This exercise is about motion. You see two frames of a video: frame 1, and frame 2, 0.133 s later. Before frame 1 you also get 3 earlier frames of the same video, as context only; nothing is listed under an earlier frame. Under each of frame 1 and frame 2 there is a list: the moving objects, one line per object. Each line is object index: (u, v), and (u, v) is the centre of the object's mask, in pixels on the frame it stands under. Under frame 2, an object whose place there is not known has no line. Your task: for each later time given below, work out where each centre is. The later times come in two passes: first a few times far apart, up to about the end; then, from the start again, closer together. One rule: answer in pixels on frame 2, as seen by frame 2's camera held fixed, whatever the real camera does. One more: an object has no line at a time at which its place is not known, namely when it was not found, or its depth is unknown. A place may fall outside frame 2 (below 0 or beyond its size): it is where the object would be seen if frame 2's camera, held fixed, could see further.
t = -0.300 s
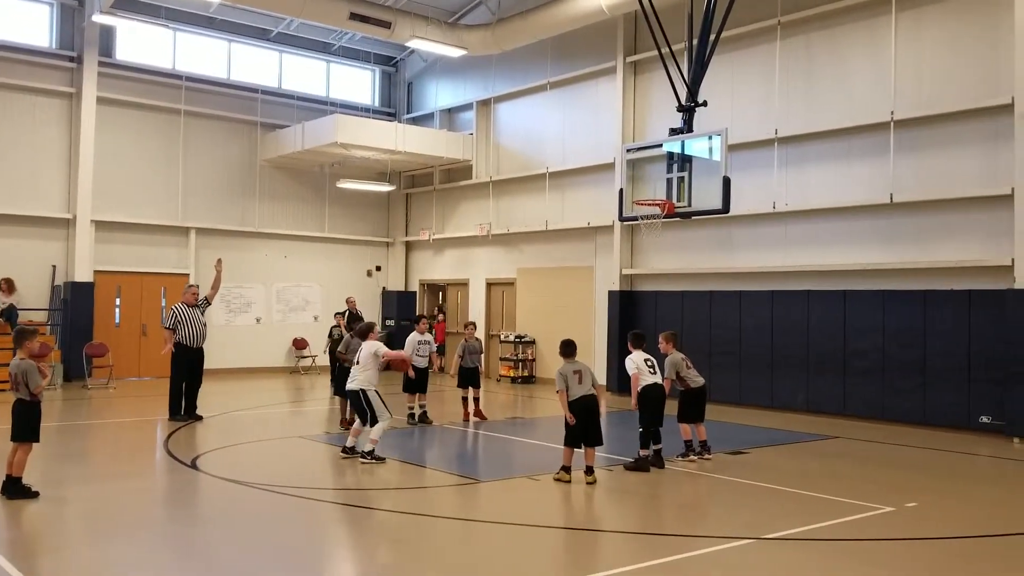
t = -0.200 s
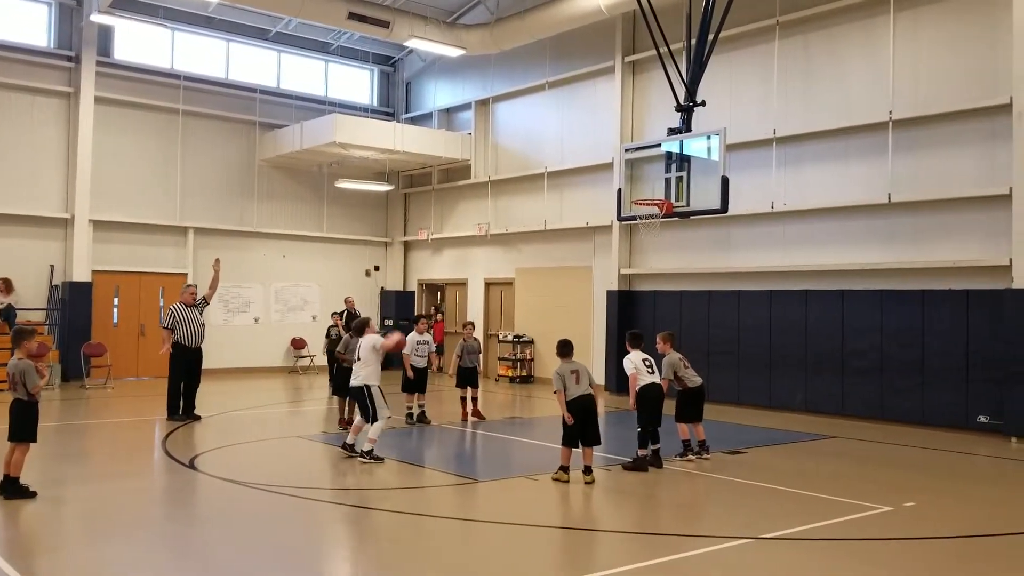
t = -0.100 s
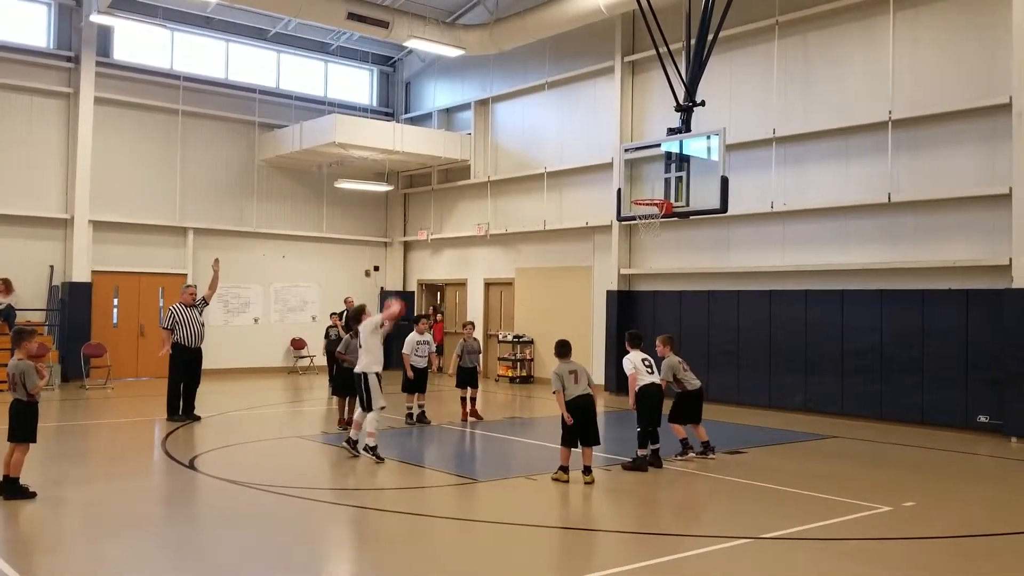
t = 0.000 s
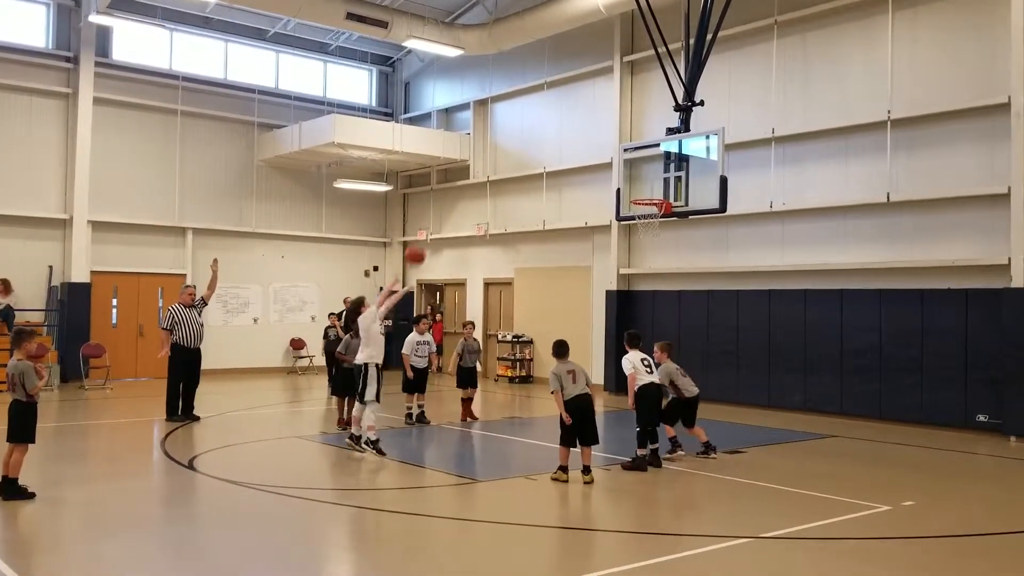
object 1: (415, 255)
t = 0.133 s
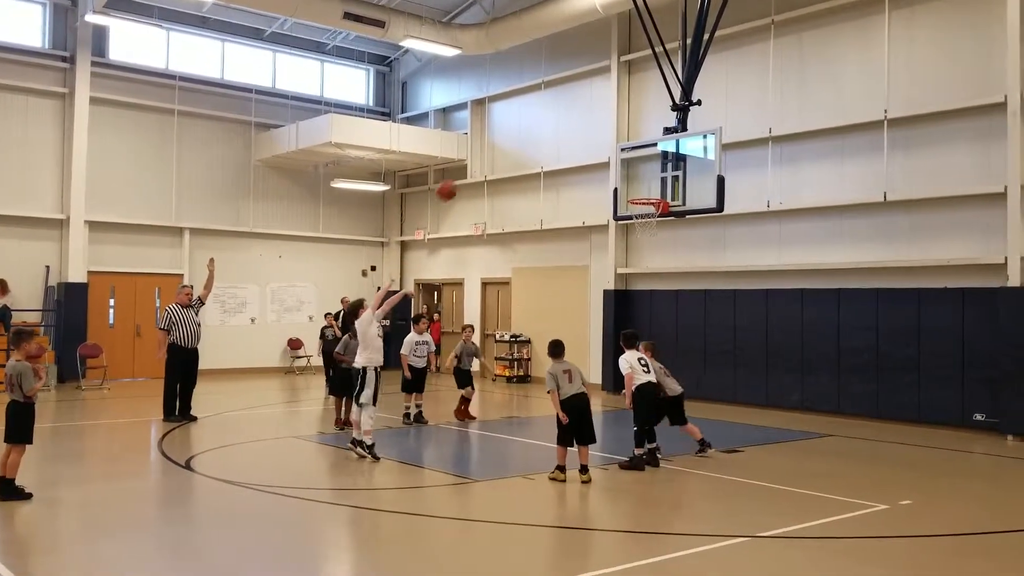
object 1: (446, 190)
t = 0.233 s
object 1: (470, 153)
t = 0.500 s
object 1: (528, 101)
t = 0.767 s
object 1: (578, 107)
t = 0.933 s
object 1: (606, 137)
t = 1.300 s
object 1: (655, 241)
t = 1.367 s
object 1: (661, 262)
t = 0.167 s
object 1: (454, 178)
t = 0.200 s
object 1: (462, 165)
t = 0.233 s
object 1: (470, 153)
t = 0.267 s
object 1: (478, 144)
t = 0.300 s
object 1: (486, 134)
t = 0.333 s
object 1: (493, 127)
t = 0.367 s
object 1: (500, 119)
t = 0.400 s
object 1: (507, 113)
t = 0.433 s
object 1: (514, 108)
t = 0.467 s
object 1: (521, 104)
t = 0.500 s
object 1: (528, 101)
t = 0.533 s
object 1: (535, 99)
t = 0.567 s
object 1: (541, 97)
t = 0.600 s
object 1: (547, 97)
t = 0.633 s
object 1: (554, 97)
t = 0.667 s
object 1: (560, 99)
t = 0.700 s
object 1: (566, 100)
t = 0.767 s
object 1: (578, 107)
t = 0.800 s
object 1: (583, 112)
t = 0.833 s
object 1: (589, 117)
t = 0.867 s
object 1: (595, 123)
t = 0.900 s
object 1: (600, 130)
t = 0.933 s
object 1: (606, 137)
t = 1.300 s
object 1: (655, 241)
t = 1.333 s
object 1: (657, 251)
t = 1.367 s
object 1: (661, 262)
